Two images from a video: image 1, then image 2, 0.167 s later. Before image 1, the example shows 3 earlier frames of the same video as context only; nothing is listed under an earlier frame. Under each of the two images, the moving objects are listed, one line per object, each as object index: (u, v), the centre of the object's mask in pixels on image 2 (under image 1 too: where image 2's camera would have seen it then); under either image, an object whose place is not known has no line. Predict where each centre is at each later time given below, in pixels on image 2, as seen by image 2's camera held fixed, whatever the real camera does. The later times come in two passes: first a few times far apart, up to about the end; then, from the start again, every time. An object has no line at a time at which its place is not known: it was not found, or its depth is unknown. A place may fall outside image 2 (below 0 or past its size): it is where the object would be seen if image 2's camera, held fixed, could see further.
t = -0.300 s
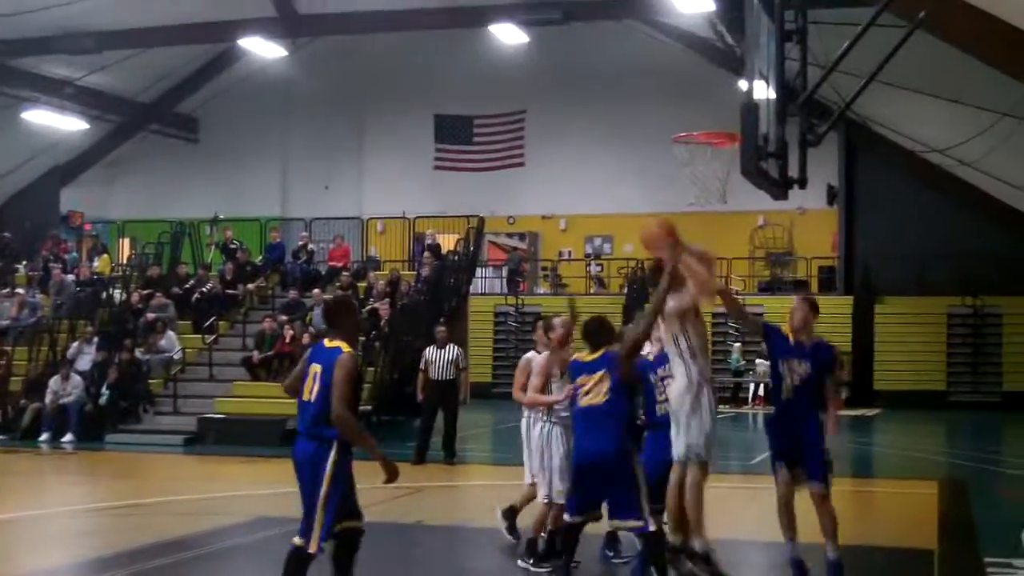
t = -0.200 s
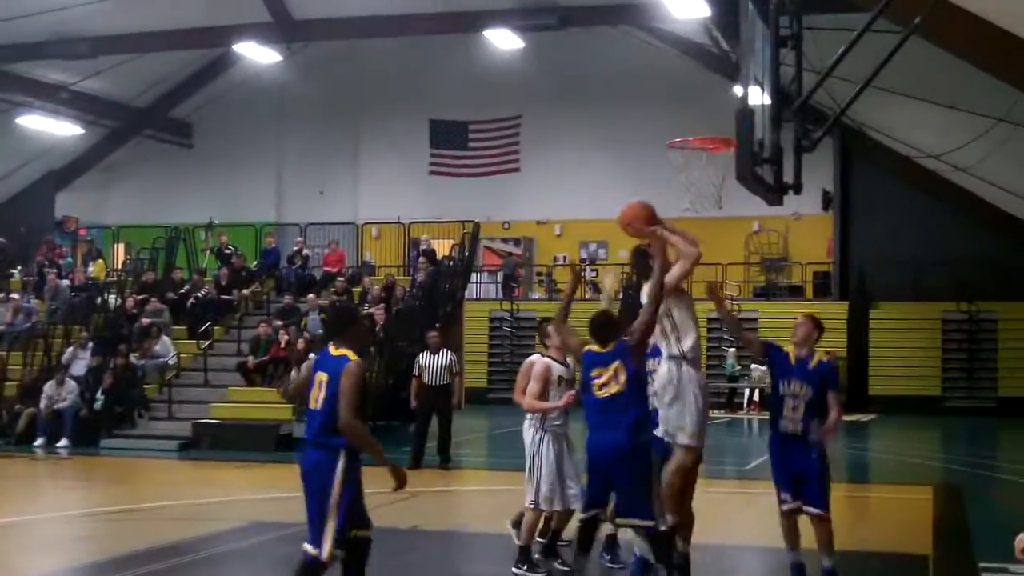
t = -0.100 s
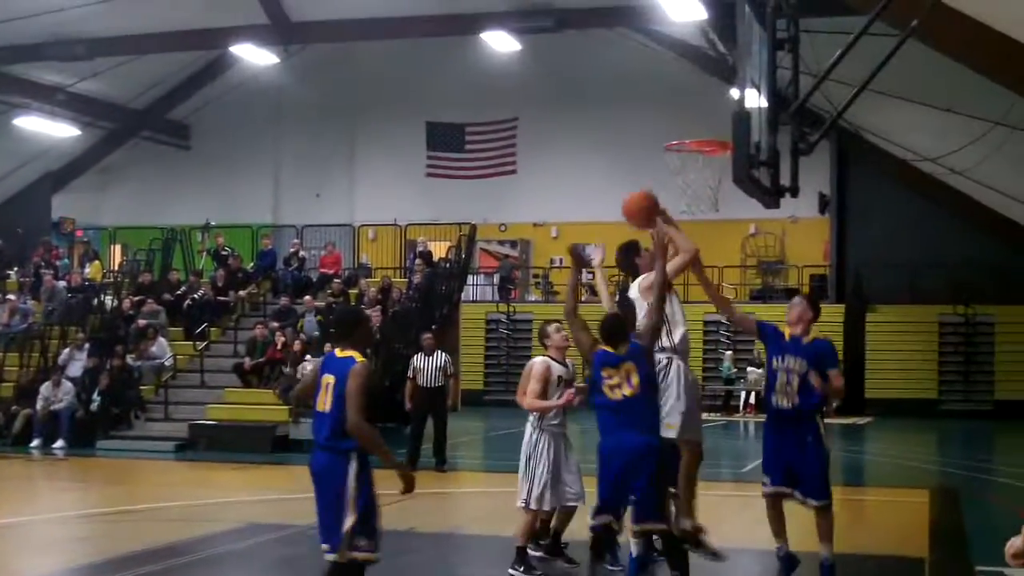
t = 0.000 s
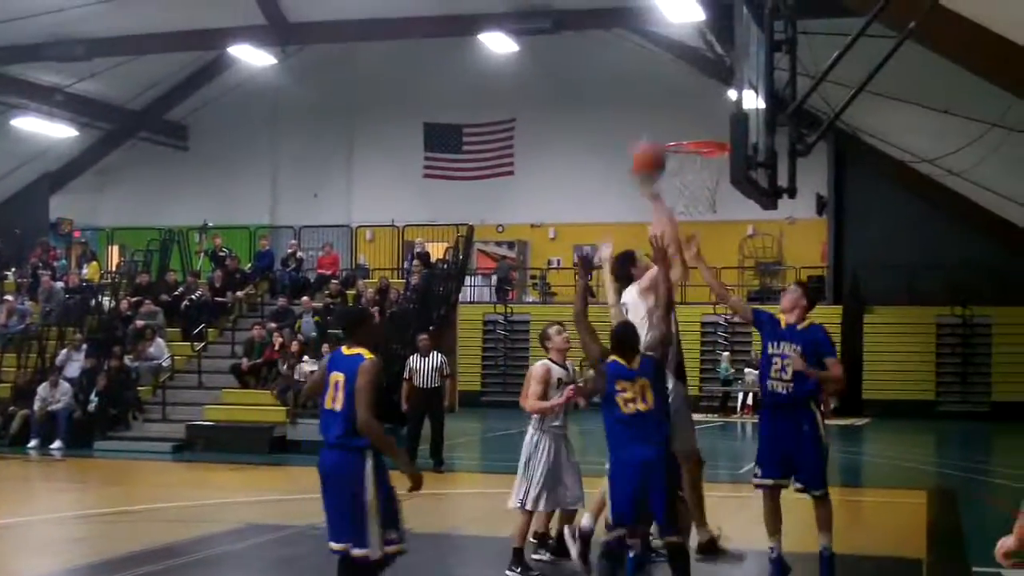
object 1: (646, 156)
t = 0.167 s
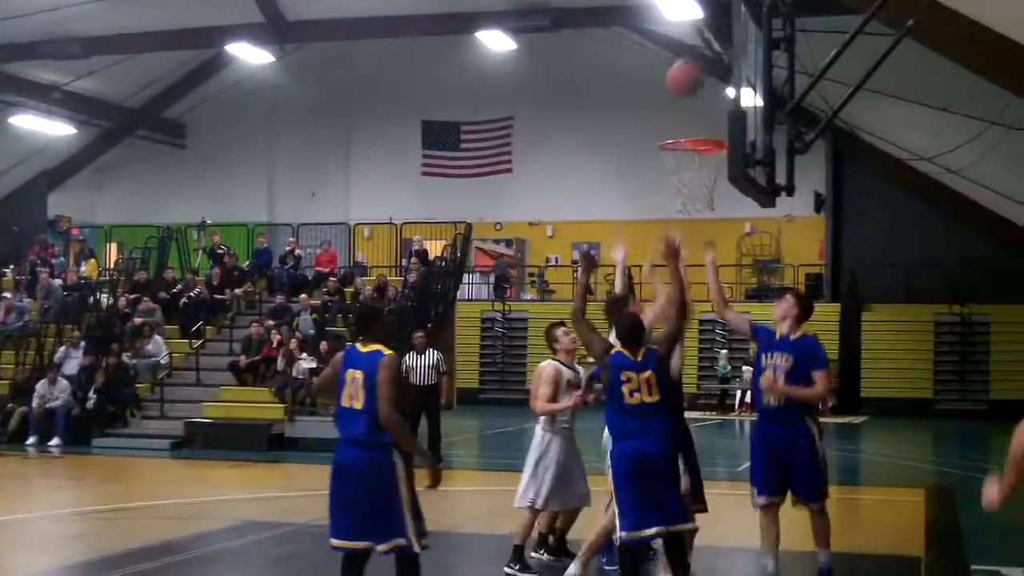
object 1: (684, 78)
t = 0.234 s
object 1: (700, 57)
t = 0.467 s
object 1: (710, 47)
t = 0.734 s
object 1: (676, 129)
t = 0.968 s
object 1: (710, 180)
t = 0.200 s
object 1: (693, 67)
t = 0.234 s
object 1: (700, 57)
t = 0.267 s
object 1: (709, 49)
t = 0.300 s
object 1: (716, 43)
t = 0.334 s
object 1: (718, 43)
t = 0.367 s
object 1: (718, 42)
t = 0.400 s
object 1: (717, 42)
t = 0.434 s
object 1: (714, 43)
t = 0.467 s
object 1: (710, 47)
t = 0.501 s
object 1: (706, 52)
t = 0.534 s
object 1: (701, 58)
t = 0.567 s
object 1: (697, 68)
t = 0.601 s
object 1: (691, 79)
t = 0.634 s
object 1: (686, 92)
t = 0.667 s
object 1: (683, 105)
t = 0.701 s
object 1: (677, 120)
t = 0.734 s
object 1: (676, 129)
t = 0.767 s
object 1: (683, 132)
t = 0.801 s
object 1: (692, 143)
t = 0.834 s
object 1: (701, 150)
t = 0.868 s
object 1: (712, 162)
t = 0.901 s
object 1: (711, 163)
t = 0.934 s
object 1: (711, 168)
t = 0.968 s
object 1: (710, 180)
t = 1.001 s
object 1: (709, 190)
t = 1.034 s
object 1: (708, 199)
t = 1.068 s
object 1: (706, 211)
